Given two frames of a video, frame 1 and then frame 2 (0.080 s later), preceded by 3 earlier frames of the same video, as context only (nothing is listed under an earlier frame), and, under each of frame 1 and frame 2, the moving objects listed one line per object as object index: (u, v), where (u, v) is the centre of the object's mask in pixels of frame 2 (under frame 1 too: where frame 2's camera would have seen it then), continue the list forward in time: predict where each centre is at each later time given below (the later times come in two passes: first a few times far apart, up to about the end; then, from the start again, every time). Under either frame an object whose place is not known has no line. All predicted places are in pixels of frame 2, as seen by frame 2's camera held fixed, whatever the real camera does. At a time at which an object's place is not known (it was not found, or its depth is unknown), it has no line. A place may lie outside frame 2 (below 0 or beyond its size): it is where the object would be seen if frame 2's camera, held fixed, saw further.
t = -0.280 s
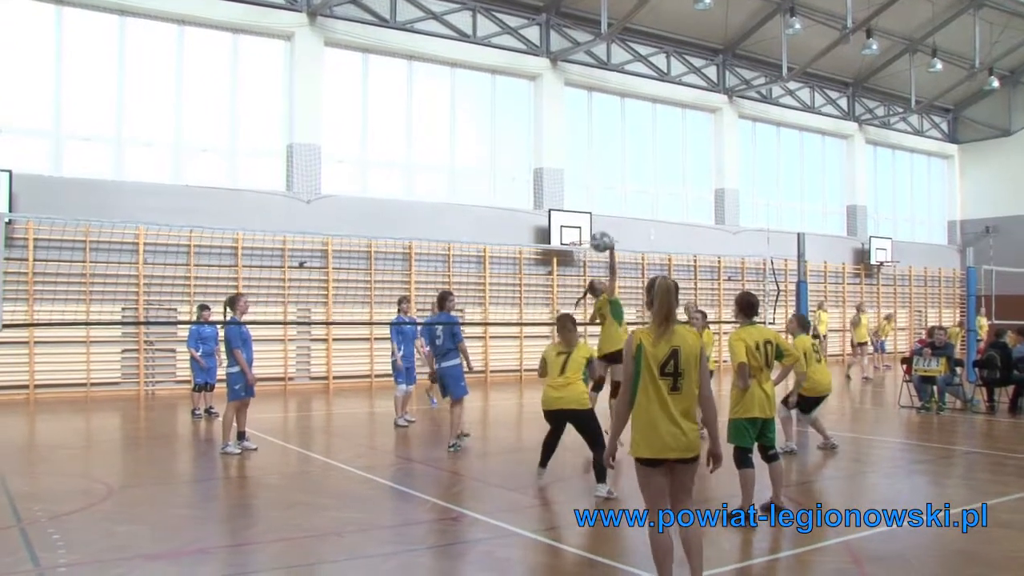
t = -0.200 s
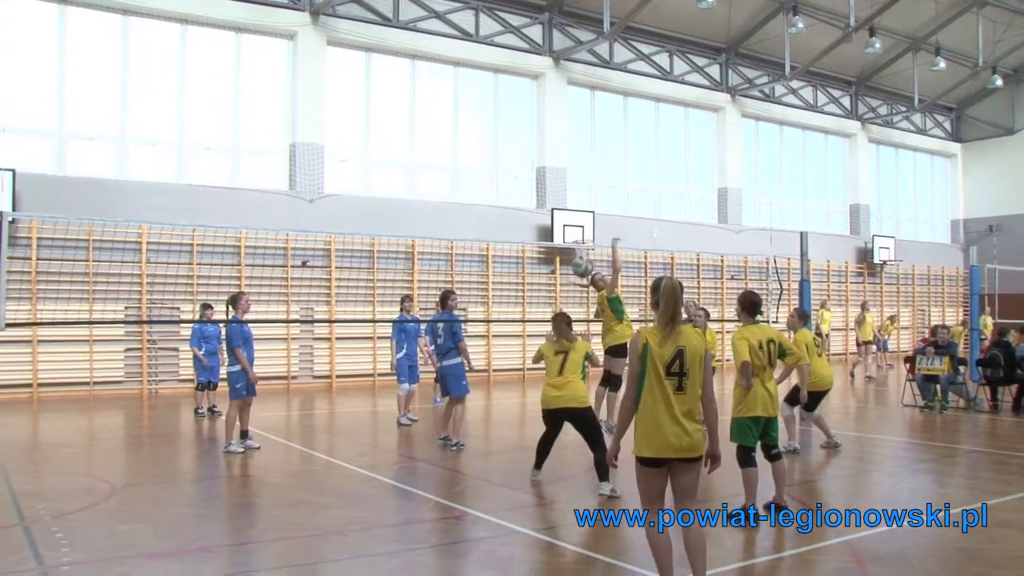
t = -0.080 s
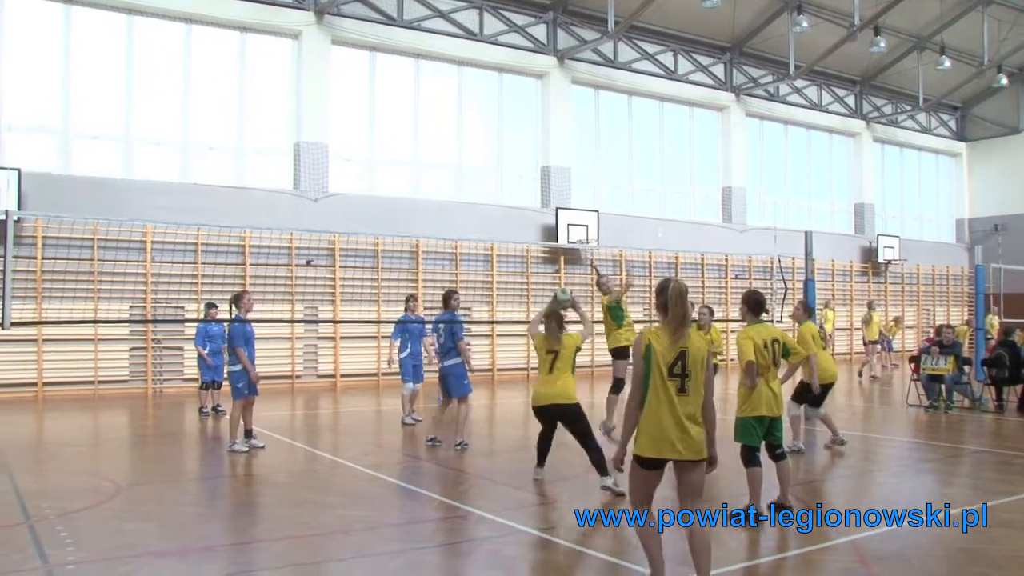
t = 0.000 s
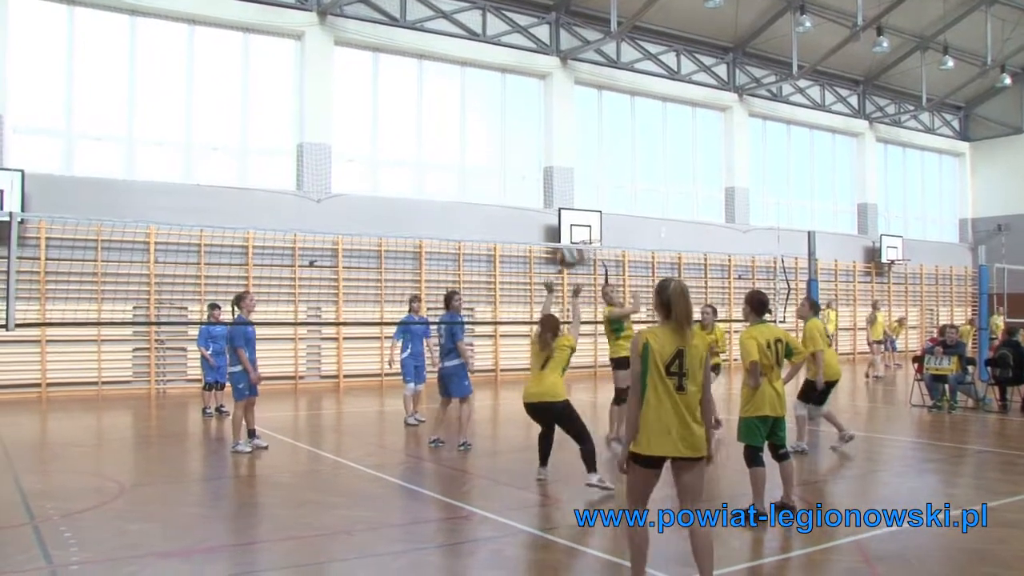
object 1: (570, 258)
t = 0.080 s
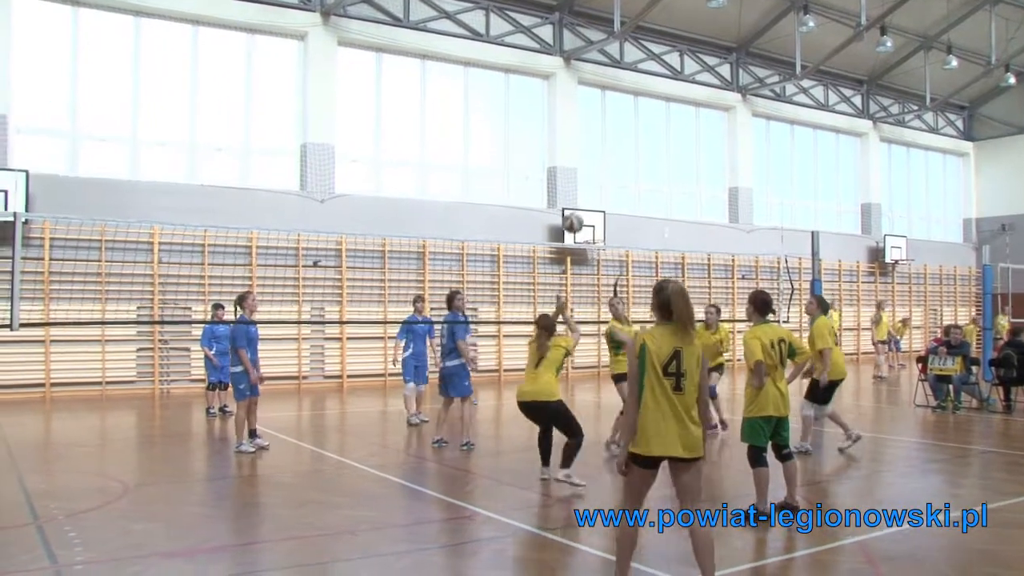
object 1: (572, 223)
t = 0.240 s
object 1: (576, 176)
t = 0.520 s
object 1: (581, 160)
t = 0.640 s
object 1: (582, 176)
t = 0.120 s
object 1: (573, 208)
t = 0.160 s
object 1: (574, 196)
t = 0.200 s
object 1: (575, 185)
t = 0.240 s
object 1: (576, 176)
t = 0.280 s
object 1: (576, 169)
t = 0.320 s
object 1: (577, 163)
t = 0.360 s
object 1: (578, 160)
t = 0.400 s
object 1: (578, 157)
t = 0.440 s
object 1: (579, 156)
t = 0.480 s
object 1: (580, 157)
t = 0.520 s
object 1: (581, 160)
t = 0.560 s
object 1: (581, 163)
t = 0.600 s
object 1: (582, 169)
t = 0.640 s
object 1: (582, 176)
